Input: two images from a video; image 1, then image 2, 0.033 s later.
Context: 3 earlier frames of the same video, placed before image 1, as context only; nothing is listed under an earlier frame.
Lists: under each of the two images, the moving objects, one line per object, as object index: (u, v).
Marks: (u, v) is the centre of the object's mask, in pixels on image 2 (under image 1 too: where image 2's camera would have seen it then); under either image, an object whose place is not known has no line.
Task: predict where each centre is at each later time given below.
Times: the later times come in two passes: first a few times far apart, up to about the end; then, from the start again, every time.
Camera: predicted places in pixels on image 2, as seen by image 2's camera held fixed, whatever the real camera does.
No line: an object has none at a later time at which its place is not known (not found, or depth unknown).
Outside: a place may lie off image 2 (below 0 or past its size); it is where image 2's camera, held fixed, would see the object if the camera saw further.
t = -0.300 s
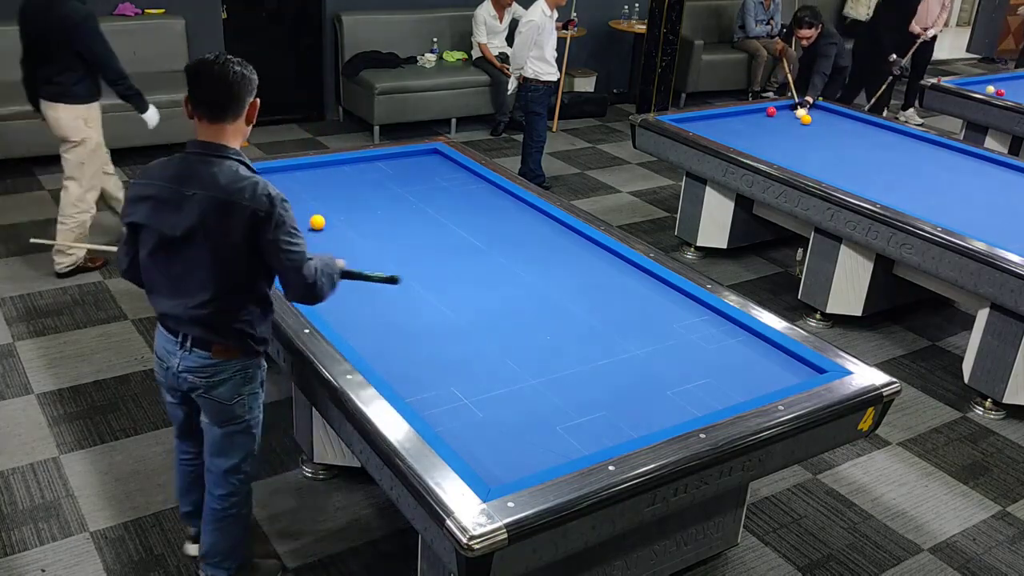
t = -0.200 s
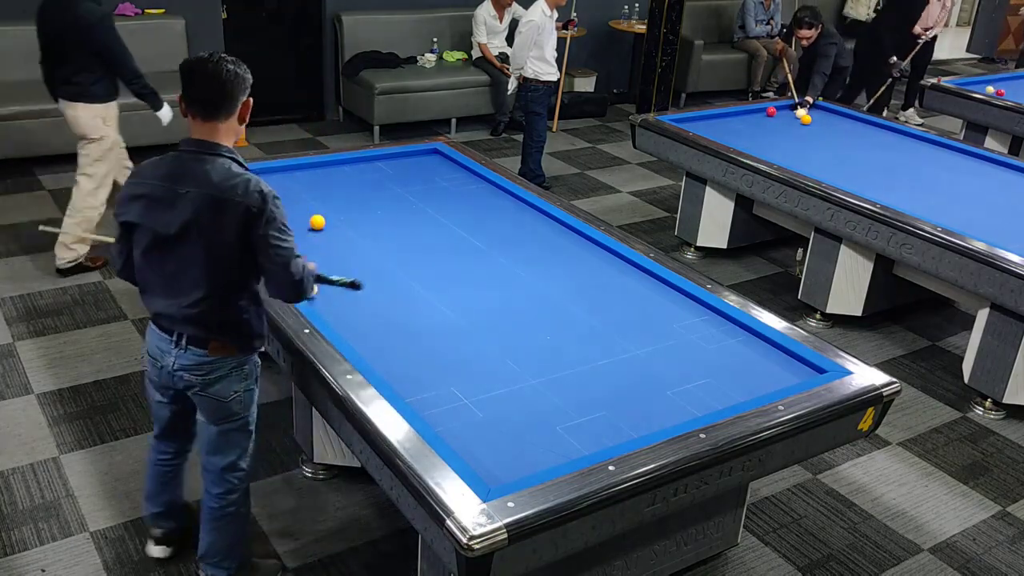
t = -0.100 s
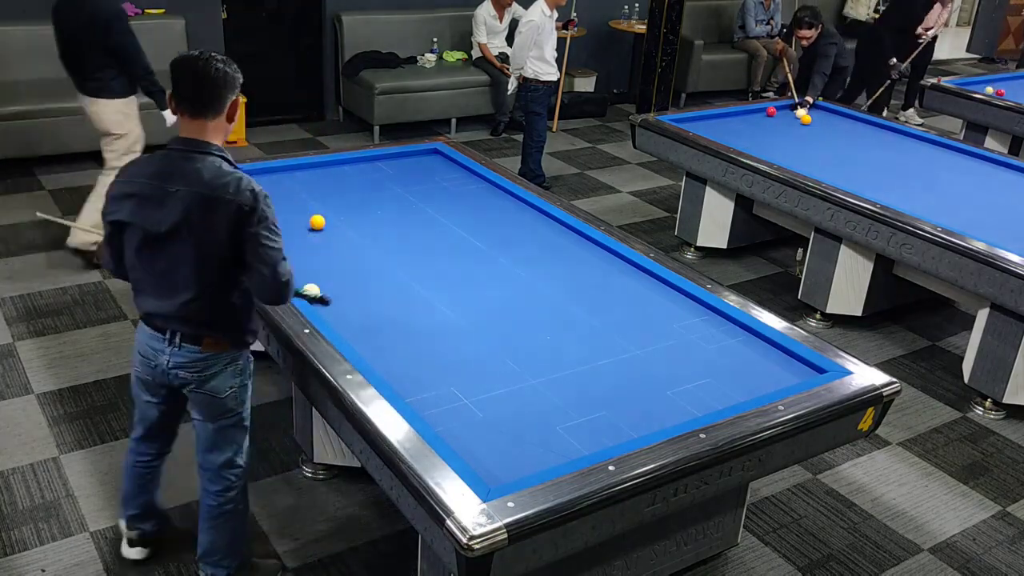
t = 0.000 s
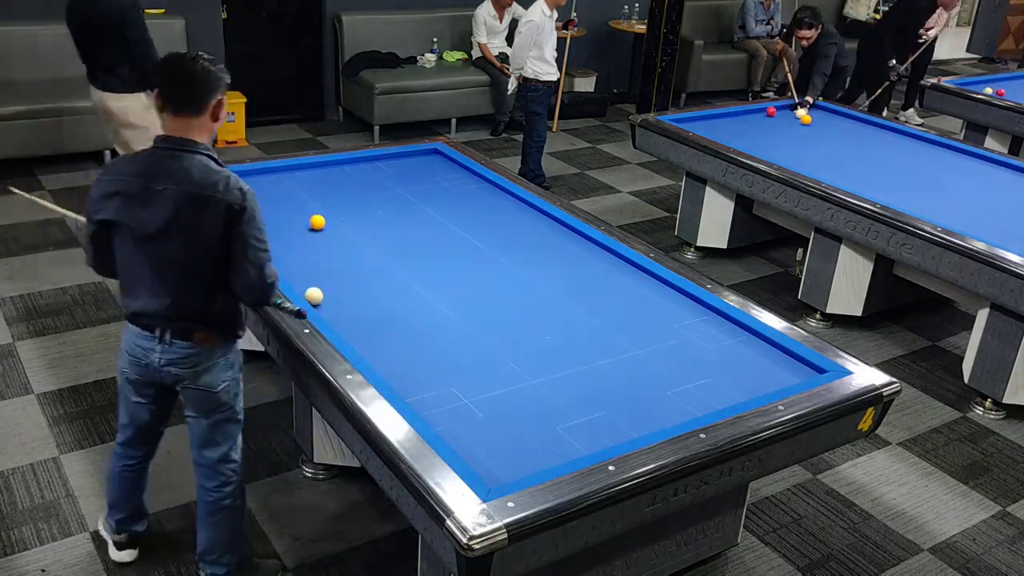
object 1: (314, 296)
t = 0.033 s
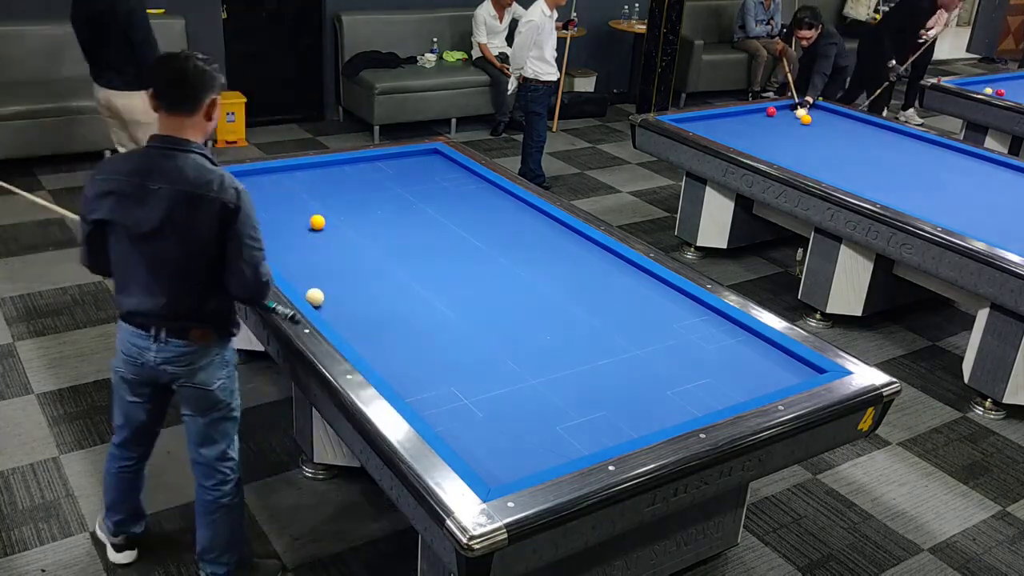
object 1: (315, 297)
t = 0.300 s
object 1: (323, 306)
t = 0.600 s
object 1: (332, 316)
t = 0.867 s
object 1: (341, 325)
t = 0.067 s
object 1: (316, 298)
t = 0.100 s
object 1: (317, 299)
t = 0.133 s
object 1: (318, 300)
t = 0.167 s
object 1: (319, 301)
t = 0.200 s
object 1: (320, 302)
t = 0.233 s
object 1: (321, 304)
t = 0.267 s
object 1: (322, 305)
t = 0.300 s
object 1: (323, 306)
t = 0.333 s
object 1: (324, 307)
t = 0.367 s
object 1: (325, 308)
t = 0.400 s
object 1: (326, 310)
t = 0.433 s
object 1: (326, 311)
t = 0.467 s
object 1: (327, 312)
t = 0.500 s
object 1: (328, 313)
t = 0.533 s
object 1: (329, 314)
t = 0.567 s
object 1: (330, 315)
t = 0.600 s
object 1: (332, 316)
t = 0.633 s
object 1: (333, 317)
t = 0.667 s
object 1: (334, 318)
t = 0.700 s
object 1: (335, 319)
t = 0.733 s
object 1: (336, 320)
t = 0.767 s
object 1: (337, 322)
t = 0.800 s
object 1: (338, 323)
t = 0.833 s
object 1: (340, 324)
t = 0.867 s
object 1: (341, 325)
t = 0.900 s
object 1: (342, 326)
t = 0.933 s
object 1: (343, 327)
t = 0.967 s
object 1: (345, 328)
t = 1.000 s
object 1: (346, 329)
